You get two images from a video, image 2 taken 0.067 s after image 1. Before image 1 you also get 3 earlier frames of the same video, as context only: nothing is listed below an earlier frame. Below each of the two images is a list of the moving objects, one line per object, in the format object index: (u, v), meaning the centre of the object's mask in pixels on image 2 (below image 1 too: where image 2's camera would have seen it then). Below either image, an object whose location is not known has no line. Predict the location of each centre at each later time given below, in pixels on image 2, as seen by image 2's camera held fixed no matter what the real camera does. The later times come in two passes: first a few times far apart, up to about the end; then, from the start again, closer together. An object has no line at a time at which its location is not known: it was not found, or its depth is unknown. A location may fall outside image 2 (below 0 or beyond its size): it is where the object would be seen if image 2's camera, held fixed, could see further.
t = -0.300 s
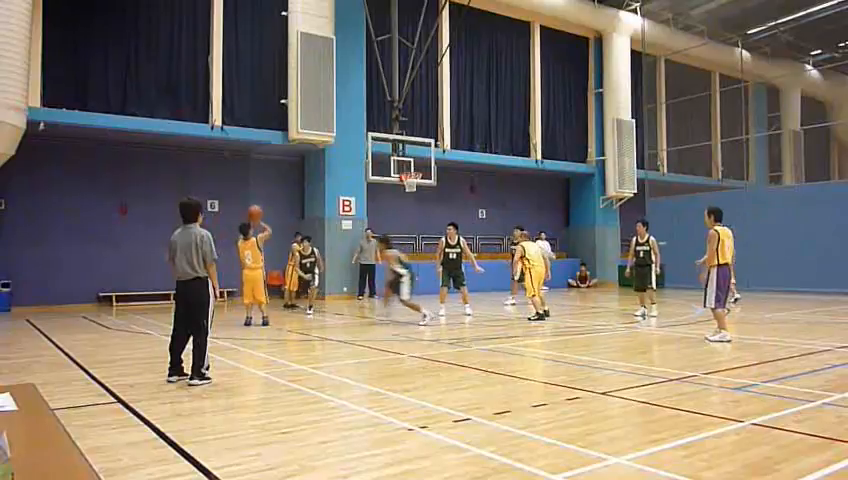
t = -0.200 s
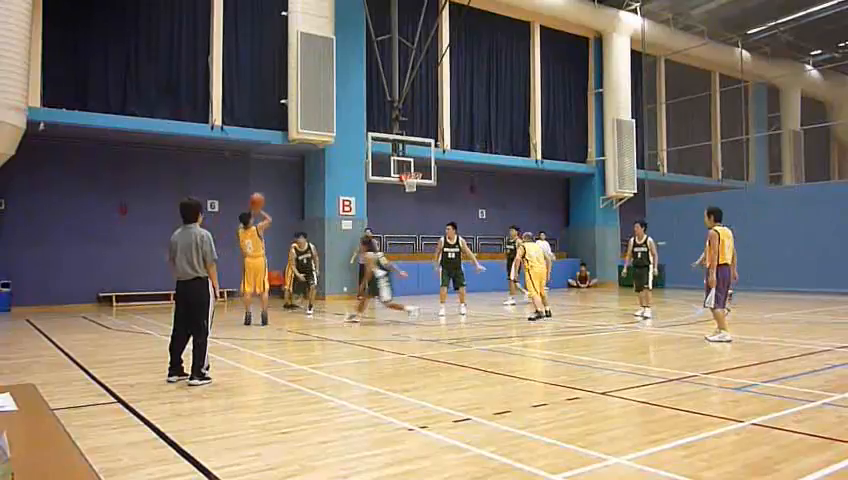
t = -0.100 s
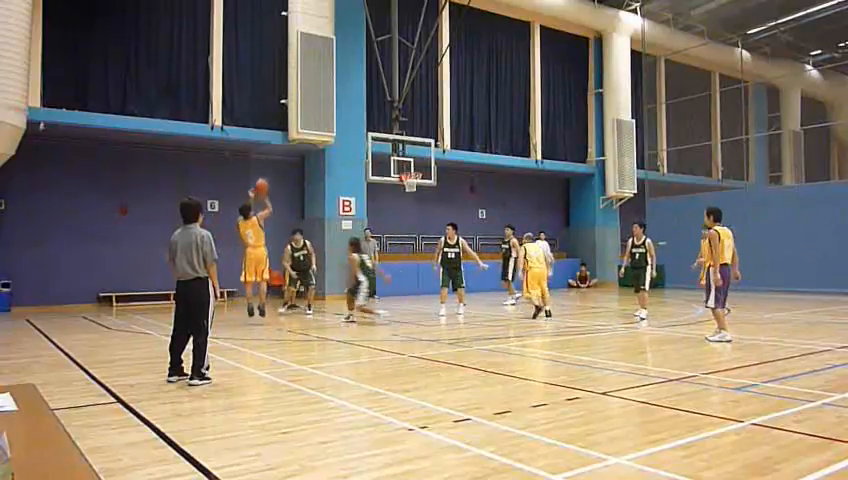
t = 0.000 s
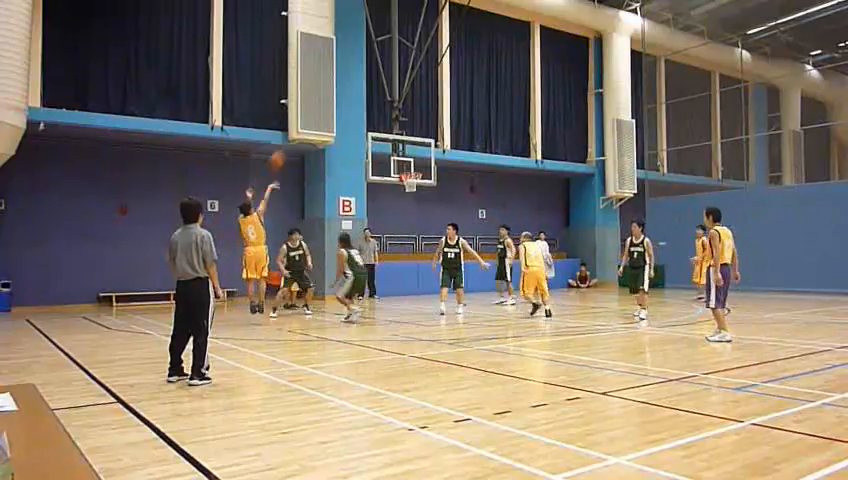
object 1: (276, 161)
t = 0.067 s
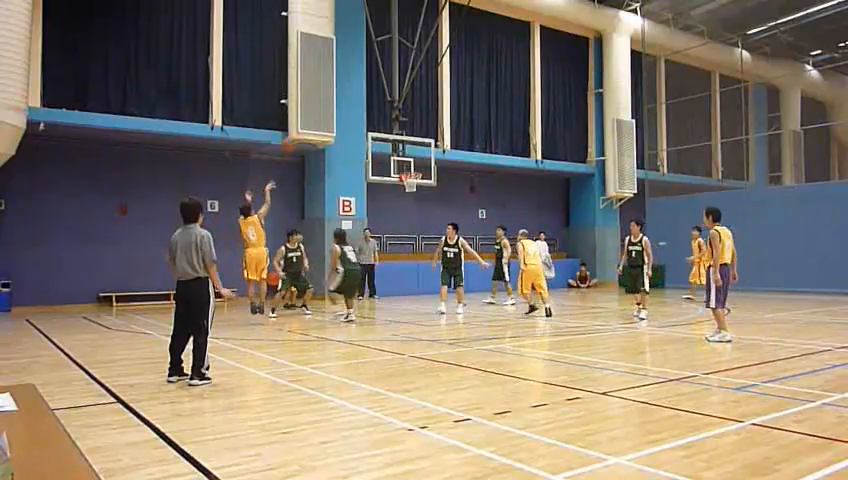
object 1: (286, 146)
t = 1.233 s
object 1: (411, 151)
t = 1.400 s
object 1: (418, 140)
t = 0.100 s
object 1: (293, 139)
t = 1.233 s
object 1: (411, 151)
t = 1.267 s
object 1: (411, 147)
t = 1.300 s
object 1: (413, 145)
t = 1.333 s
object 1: (415, 142)
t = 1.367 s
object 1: (417, 141)
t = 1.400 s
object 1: (418, 140)
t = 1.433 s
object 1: (420, 139)
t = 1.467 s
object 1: (422, 139)
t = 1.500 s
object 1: (423, 139)
